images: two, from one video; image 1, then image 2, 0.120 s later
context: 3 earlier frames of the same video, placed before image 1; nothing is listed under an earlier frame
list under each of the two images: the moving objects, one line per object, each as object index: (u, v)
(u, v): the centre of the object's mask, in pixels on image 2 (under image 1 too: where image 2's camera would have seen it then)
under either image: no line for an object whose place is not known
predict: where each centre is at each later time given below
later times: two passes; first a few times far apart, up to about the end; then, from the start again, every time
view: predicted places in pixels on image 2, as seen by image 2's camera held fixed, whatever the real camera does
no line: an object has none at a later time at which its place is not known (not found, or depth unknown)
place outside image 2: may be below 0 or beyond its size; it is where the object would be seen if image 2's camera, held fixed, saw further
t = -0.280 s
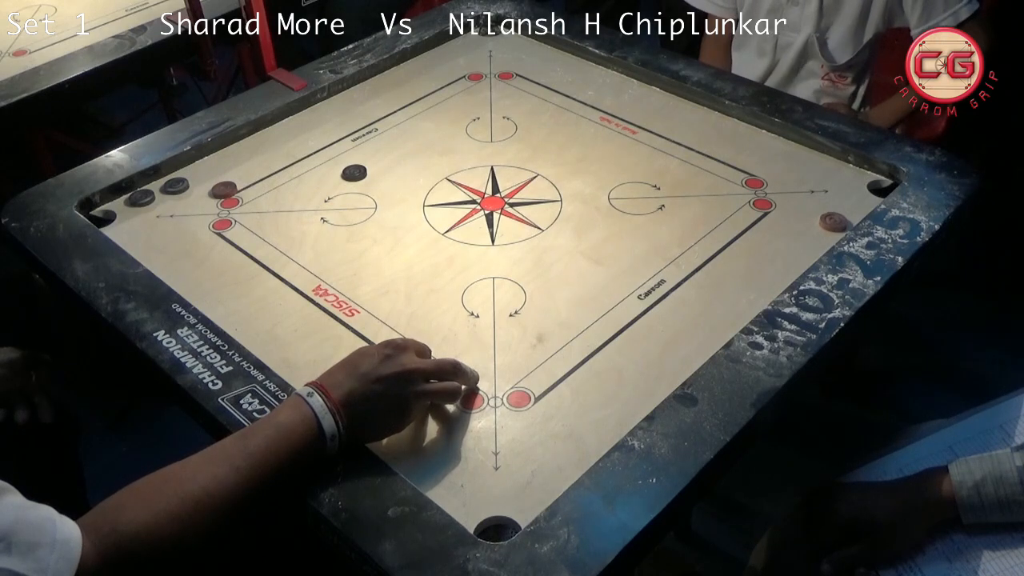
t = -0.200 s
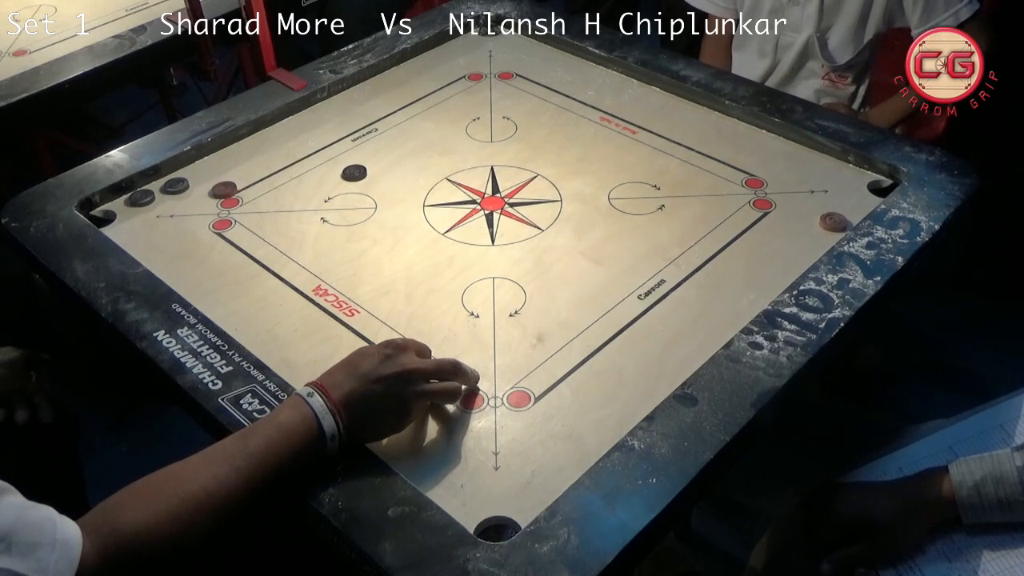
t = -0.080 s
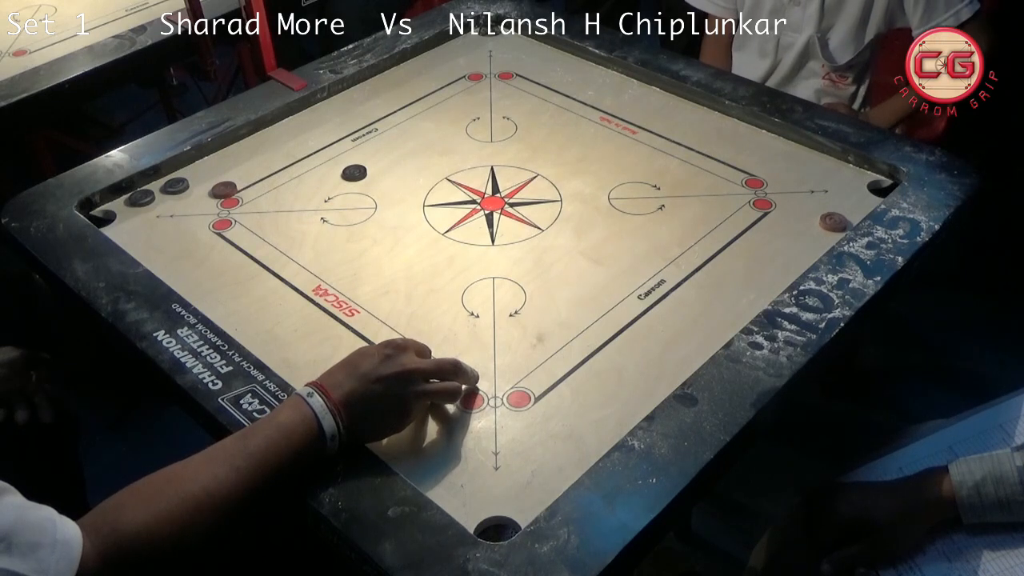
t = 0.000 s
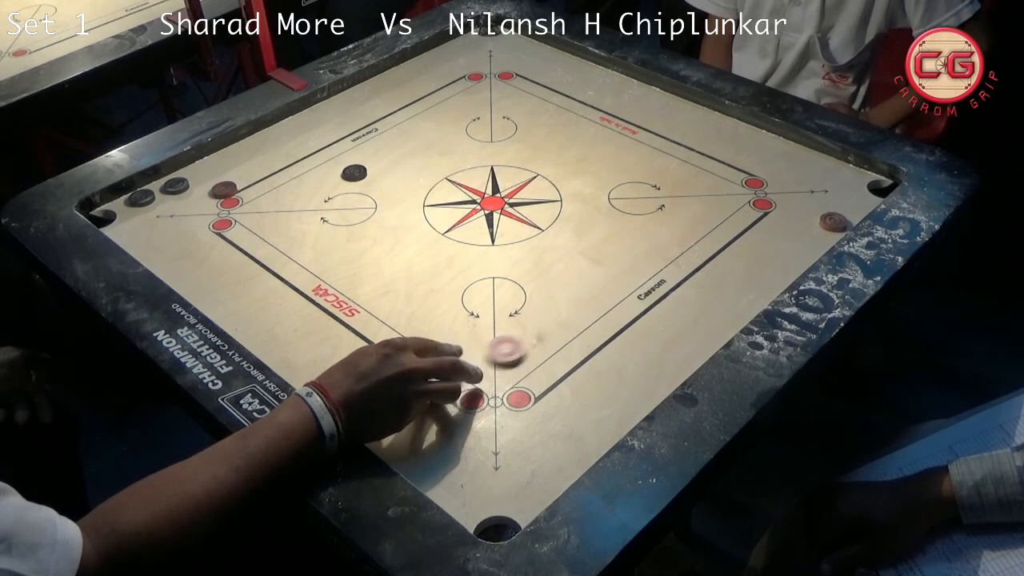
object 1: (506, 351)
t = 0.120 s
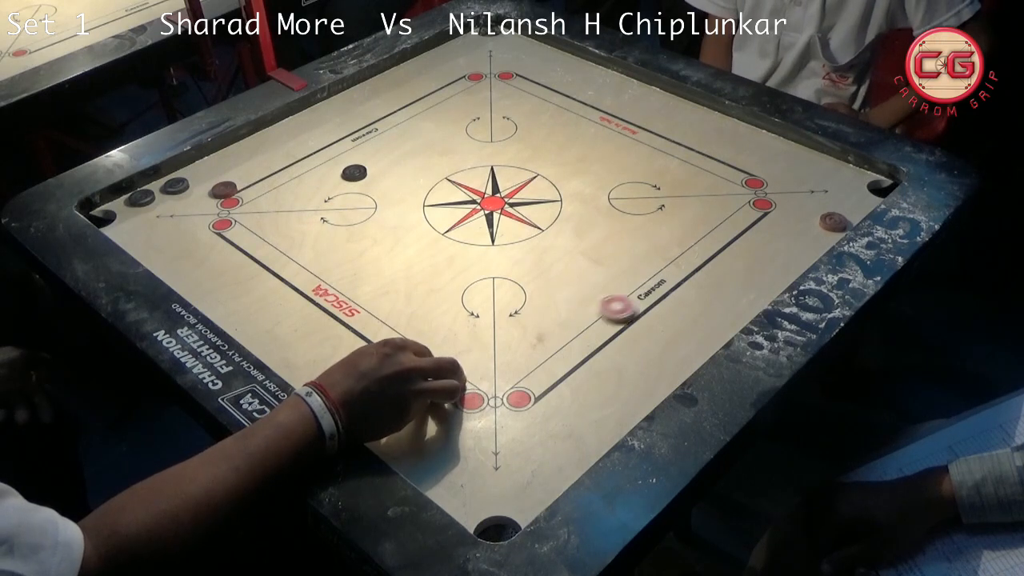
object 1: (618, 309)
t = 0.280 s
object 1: (736, 264)
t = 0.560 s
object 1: (839, 222)
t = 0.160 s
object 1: (650, 297)
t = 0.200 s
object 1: (681, 286)
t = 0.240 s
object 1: (709, 275)
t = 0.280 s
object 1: (736, 264)
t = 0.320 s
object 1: (760, 255)
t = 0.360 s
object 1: (782, 246)
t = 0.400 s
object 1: (803, 237)
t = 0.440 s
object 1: (817, 231)
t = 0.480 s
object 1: (826, 228)
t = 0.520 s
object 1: (833, 225)
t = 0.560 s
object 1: (839, 222)
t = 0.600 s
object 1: (844, 219)
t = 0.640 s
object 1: (847, 217)
